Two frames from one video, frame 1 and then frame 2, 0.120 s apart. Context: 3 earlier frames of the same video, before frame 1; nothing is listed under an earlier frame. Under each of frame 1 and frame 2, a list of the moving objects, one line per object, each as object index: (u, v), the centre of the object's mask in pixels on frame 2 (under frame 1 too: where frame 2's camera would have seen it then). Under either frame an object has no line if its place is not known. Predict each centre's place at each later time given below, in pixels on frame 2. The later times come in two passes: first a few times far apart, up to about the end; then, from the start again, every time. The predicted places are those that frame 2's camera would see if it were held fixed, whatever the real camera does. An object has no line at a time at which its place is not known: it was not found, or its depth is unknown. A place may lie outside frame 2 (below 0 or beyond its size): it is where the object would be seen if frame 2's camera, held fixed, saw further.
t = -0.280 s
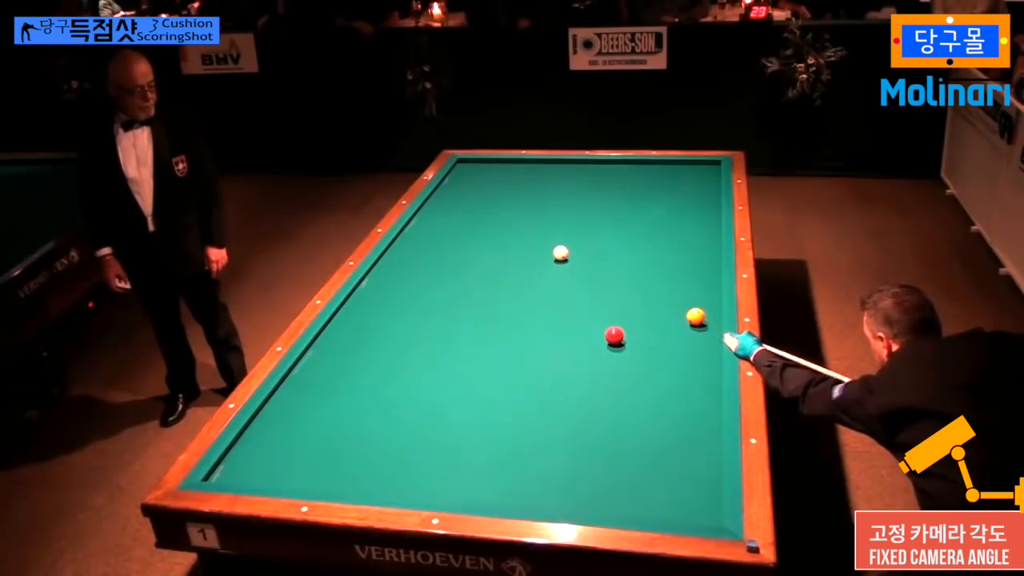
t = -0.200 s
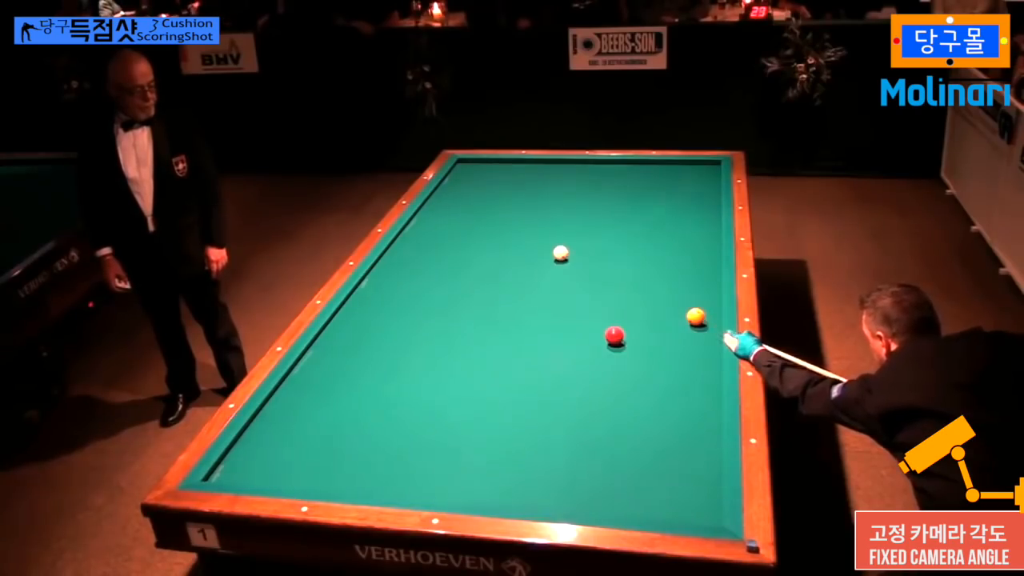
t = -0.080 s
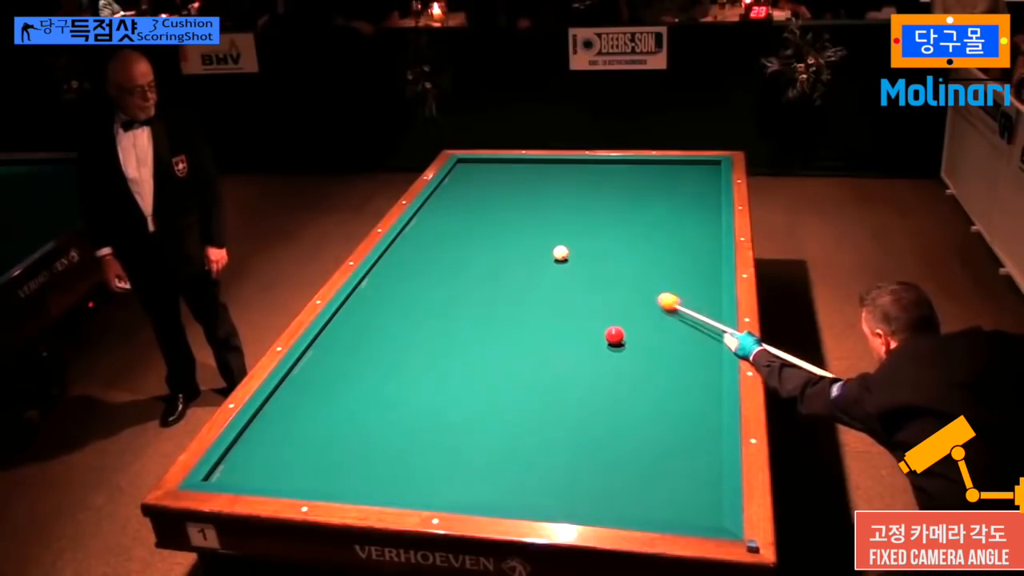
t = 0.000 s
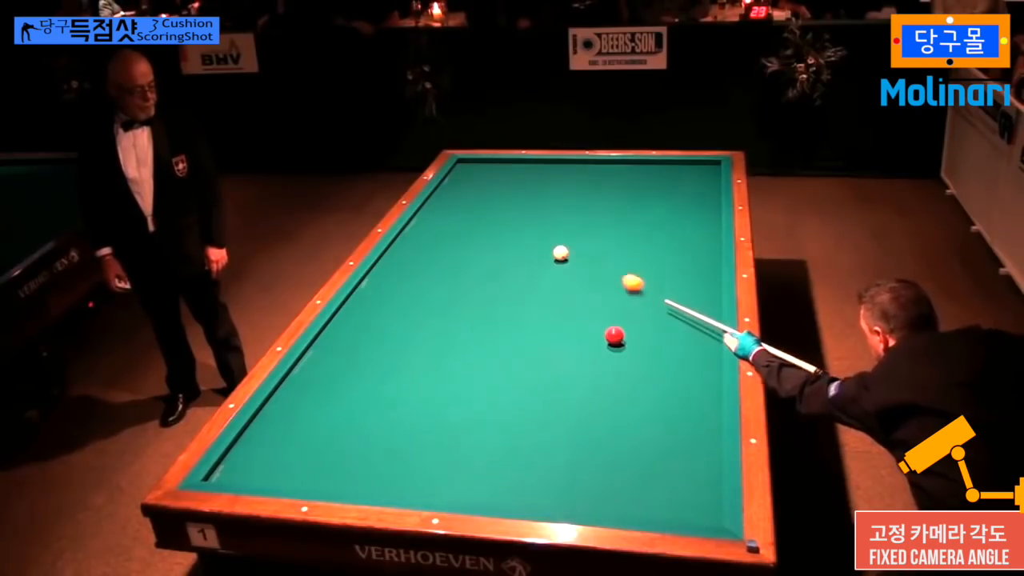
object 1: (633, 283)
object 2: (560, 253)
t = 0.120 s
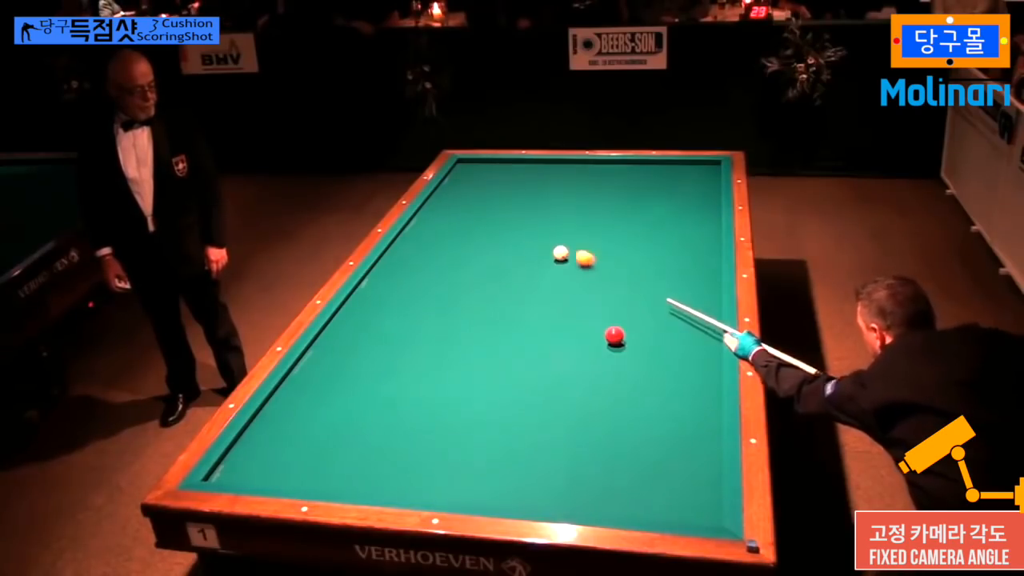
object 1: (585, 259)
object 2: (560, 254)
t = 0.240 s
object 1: (579, 240)
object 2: (524, 251)
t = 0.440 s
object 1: (575, 212)
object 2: (460, 246)
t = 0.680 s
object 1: (565, 183)
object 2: (398, 242)
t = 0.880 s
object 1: (557, 162)
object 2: (435, 239)
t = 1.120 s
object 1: (515, 177)
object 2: (473, 237)
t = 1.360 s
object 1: (472, 192)
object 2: (510, 235)
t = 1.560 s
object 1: (435, 204)
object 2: (540, 233)
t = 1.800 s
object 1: (432, 220)
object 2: (576, 231)
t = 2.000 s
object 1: (439, 233)
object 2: (606, 229)
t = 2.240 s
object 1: (449, 251)
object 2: (641, 226)
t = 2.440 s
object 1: (457, 266)
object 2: (670, 225)
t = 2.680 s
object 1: (468, 286)
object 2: (703, 223)
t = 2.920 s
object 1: (480, 308)
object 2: (702, 221)
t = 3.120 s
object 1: (490, 328)
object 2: (687, 219)
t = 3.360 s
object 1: (505, 353)
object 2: (670, 217)
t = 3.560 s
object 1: (518, 377)
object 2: (656, 216)
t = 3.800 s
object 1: (534, 408)
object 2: (640, 214)
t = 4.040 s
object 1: (553, 442)
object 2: (626, 213)
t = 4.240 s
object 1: (570, 474)
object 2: (614, 212)
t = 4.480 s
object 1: (594, 505)
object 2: (600, 210)
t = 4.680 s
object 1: (625, 487)
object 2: (589, 209)
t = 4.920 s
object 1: (662, 467)
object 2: (577, 208)
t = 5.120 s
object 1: (691, 453)
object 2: (568, 207)
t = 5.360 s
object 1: (700, 439)
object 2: (557, 206)
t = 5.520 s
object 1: (692, 428)
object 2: (550, 205)
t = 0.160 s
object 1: (576, 252)
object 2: (555, 252)
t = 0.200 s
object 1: (578, 245)
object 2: (539, 251)
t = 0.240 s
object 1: (579, 240)
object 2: (524, 251)
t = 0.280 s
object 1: (579, 234)
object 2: (509, 250)
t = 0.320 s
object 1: (579, 228)
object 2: (496, 248)
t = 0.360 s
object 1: (579, 222)
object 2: (483, 248)
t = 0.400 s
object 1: (577, 217)
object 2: (471, 247)
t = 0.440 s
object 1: (575, 212)
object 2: (460, 246)
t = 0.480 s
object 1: (573, 206)
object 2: (450, 245)
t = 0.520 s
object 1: (572, 201)
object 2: (439, 244)
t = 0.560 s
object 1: (570, 196)
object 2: (429, 244)
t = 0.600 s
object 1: (568, 191)
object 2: (418, 243)
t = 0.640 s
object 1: (567, 187)
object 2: (408, 242)
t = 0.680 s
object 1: (565, 183)
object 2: (398, 242)
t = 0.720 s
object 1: (564, 178)
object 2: (405, 241)
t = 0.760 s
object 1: (562, 174)
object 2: (414, 241)
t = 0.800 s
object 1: (561, 170)
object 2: (421, 241)
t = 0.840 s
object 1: (559, 166)
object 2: (429, 240)
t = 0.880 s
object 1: (557, 162)
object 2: (435, 239)
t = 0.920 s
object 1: (552, 162)
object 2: (442, 239)
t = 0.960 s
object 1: (545, 166)
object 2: (448, 239)
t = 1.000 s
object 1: (537, 169)
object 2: (454, 238)
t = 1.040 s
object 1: (530, 172)
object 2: (461, 238)
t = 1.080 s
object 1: (522, 174)
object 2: (467, 238)
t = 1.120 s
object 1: (515, 177)
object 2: (473, 237)
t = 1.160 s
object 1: (508, 180)
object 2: (479, 237)
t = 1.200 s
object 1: (501, 182)
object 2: (485, 236)
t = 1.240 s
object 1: (494, 184)
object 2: (492, 236)
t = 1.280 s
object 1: (487, 187)
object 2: (498, 236)
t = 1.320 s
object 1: (480, 189)
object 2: (504, 235)
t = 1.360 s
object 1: (472, 192)
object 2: (510, 235)
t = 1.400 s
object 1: (465, 194)
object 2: (516, 234)
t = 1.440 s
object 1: (458, 196)
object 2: (522, 234)
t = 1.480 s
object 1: (450, 199)
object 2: (528, 233)
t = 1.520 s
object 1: (443, 202)
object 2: (534, 233)
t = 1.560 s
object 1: (435, 204)
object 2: (540, 233)
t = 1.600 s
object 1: (428, 207)
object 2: (546, 232)
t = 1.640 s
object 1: (425, 209)
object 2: (553, 232)
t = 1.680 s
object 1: (427, 212)
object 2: (559, 232)
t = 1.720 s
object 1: (429, 215)
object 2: (564, 231)
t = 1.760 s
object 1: (430, 217)
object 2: (570, 231)
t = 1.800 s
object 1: (432, 220)
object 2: (576, 231)
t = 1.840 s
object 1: (433, 222)
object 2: (582, 230)
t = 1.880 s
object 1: (435, 225)
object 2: (588, 230)
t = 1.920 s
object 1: (436, 228)
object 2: (594, 229)
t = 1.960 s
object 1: (438, 231)
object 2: (600, 229)
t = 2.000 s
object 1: (439, 233)
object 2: (606, 229)
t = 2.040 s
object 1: (441, 236)
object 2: (612, 228)
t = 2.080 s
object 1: (442, 239)
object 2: (618, 228)
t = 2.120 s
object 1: (444, 242)
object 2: (624, 228)
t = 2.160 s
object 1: (445, 245)
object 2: (630, 227)
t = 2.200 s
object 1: (447, 248)
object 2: (635, 227)
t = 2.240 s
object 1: (449, 251)
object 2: (641, 226)
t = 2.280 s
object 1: (450, 254)
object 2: (647, 226)
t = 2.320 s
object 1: (452, 257)
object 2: (653, 226)
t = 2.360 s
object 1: (453, 260)
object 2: (658, 226)
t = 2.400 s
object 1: (455, 263)
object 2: (664, 225)
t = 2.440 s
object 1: (457, 266)
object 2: (670, 225)
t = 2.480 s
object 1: (459, 269)
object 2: (676, 224)
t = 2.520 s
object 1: (460, 273)
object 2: (681, 224)
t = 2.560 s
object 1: (462, 276)
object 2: (687, 224)
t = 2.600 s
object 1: (464, 279)
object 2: (692, 223)
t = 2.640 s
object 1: (466, 283)
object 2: (698, 223)
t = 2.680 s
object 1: (468, 286)
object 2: (703, 223)
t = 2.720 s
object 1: (470, 290)
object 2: (709, 222)
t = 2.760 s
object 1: (472, 293)
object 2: (714, 222)
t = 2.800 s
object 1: (474, 297)
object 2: (712, 222)
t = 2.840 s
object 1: (476, 301)
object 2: (708, 221)
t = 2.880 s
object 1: (478, 304)
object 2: (705, 221)
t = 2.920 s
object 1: (480, 308)
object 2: (702, 221)
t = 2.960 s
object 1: (482, 312)
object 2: (699, 220)
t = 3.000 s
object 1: (484, 316)
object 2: (696, 220)
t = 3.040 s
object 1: (486, 320)
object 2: (693, 220)
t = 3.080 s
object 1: (488, 324)
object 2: (690, 219)
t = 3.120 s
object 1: (490, 328)
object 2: (687, 219)
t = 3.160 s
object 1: (493, 332)
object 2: (684, 219)
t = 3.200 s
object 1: (495, 336)
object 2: (681, 218)
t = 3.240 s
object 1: (497, 340)
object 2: (678, 218)
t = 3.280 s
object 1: (500, 345)
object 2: (675, 218)
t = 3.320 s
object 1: (502, 349)
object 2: (673, 218)
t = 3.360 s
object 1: (505, 353)
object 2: (670, 217)
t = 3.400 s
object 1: (507, 358)
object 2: (667, 217)
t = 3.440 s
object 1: (510, 363)
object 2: (664, 217)
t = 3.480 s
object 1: (512, 367)
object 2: (661, 216)
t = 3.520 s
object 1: (515, 372)
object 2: (659, 216)
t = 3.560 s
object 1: (518, 377)
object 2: (656, 216)
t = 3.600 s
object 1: (520, 382)
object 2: (653, 215)
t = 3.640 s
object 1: (523, 387)
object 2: (651, 215)
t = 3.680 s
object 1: (525, 392)
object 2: (648, 215)
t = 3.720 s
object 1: (528, 397)
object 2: (646, 215)
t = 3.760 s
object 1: (531, 402)
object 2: (643, 214)
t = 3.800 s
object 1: (534, 408)
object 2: (640, 214)
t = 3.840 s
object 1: (537, 413)
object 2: (638, 214)
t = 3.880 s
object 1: (540, 419)
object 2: (635, 214)
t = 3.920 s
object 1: (543, 424)
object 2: (633, 213)
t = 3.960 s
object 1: (547, 430)
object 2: (630, 213)
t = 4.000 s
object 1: (550, 436)
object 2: (628, 213)
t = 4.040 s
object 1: (553, 442)
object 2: (626, 213)
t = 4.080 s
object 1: (556, 448)
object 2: (623, 212)
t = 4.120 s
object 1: (560, 454)
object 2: (621, 212)
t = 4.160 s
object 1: (563, 461)
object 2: (618, 212)
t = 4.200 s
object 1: (566, 467)
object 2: (616, 212)
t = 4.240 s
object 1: (570, 474)
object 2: (614, 212)
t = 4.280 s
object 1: (574, 480)
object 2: (611, 211)
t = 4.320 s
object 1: (577, 487)
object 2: (609, 211)
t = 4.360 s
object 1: (581, 494)
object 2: (607, 211)
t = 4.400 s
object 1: (585, 500)
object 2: (605, 211)
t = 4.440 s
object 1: (589, 503)
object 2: (602, 210)
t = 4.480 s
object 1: (594, 505)
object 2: (600, 210)
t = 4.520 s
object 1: (601, 503)
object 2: (598, 210)
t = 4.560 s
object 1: (607, 500)
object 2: (596, 210)
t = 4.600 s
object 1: (613, 496)
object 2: (594, 210)
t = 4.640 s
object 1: (619, 491)
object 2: (591, 209)
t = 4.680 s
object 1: (625, 487)
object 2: (589, 209)
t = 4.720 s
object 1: (631, 483)
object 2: (587, 209)
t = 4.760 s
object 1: (638, 480)
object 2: (585, 209)
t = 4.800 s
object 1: (644, 477)
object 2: (583, 209)
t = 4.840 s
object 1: (650, 473)
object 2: (581, 208)
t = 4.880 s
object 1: (656, 470)
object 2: (579, 208)
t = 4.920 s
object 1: (662, 467)
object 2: (577, 208)
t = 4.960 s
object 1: (668, 464)
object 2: (575, 208)
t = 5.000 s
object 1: (673, 462)
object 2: (573, 208)
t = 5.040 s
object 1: (679, 459)
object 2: (571, 207)
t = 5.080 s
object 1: (685, 456)
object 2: (570, 207)
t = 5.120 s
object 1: (691, 453)
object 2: (568, 207)
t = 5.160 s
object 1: (695, 451)
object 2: (566, 207)
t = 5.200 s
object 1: (699, 448)
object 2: (564, 206)
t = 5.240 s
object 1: (702, 446)
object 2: (562, 206)
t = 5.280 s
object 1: (703, 444)
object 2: (560, 206)
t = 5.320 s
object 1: (702, 441)
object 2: (559, 206)
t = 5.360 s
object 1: (700, 439)
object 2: (557, 206)
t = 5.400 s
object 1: (699, 437)
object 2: (555, 206)
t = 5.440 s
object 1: (697, 434)
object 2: (553, 206)
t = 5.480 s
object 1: (695, 431)
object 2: (552, 205)
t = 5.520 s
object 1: (692, 428)
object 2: (550, 205)
